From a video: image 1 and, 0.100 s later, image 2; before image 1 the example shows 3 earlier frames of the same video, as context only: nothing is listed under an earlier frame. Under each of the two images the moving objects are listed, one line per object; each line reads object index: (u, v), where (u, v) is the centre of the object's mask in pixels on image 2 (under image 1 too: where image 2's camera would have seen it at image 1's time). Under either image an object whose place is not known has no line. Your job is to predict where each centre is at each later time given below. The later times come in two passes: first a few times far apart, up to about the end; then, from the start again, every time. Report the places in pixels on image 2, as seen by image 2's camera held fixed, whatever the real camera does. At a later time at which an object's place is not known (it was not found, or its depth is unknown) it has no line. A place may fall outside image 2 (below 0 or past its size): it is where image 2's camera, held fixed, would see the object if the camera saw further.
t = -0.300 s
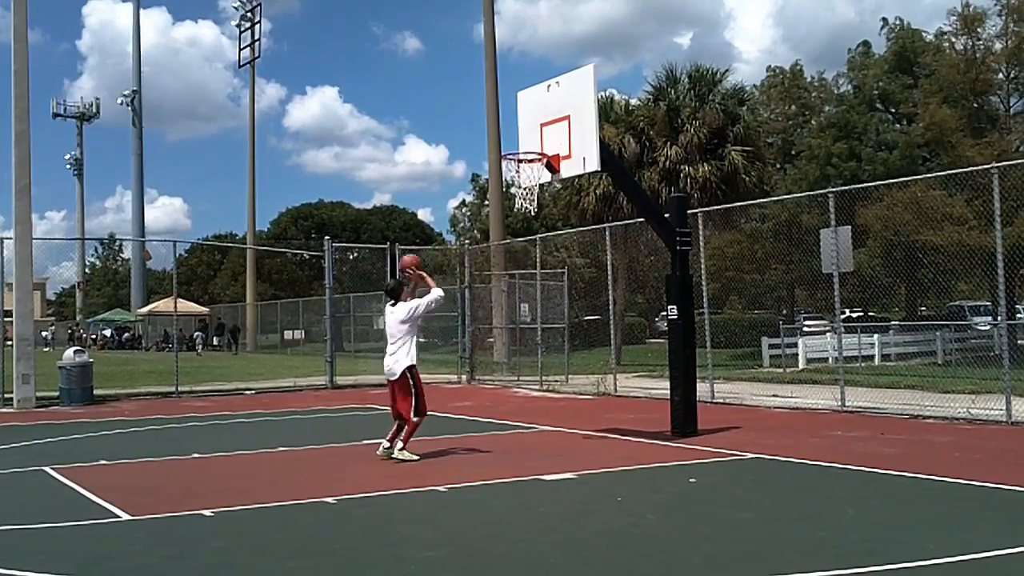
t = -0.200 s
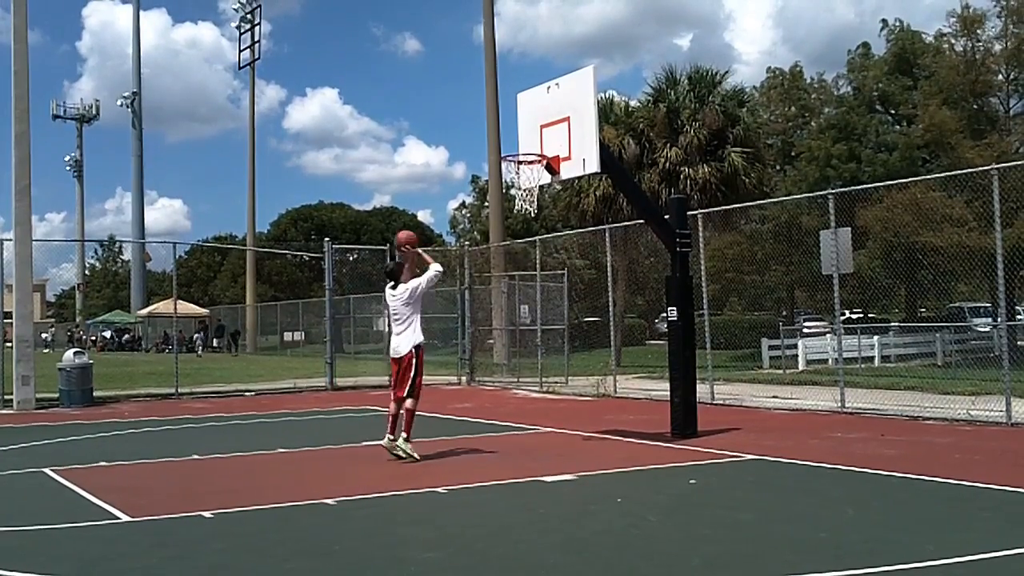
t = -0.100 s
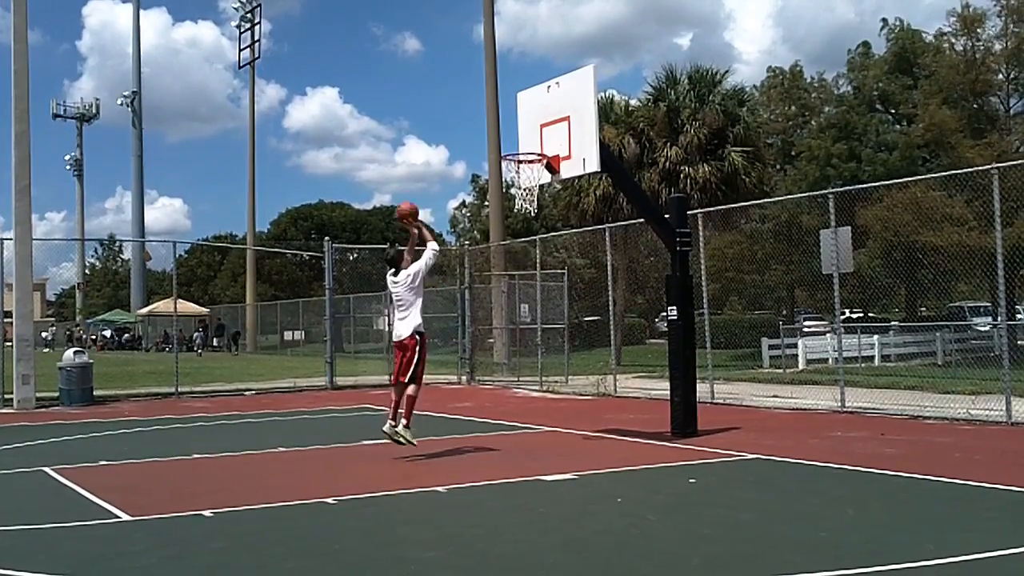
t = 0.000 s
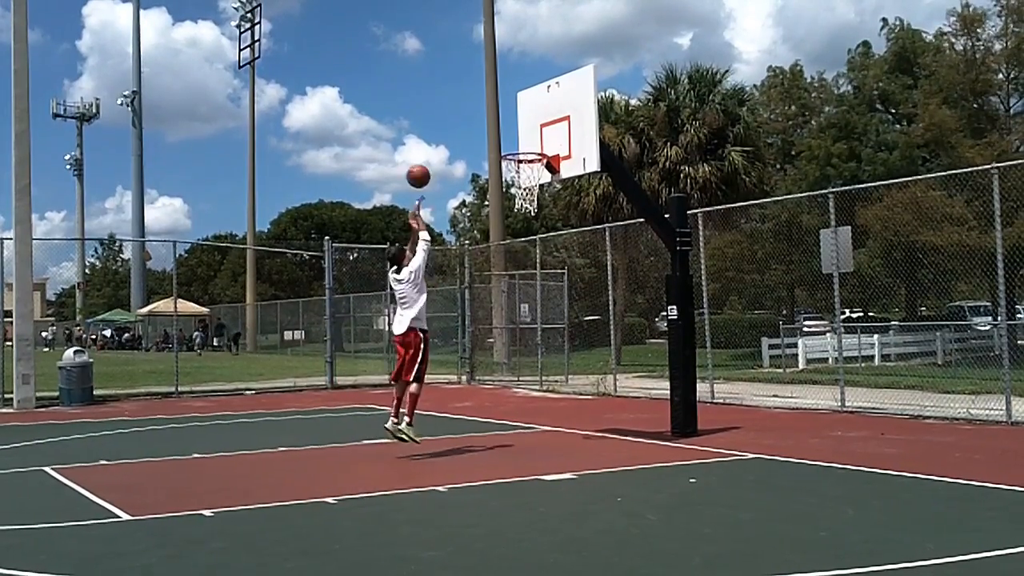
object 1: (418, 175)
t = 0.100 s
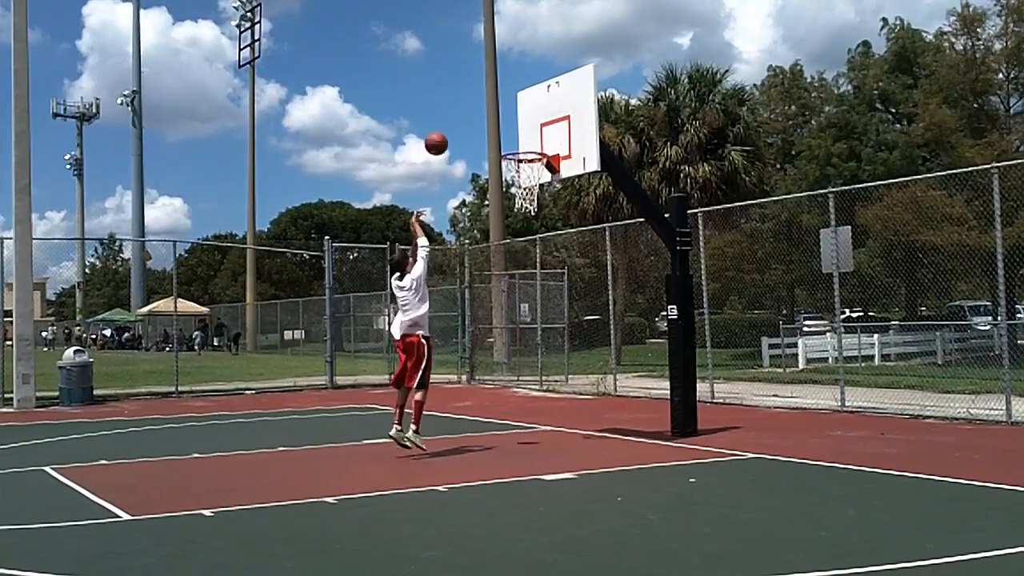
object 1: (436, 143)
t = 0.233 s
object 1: (460, 116)
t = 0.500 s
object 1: (506, 113)
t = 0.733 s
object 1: (527, 145)
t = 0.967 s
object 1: (507, 131)
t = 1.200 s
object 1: (503, 143)
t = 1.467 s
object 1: (489, 152)
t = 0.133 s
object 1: (442, 135)
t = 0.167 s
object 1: (448, 128)
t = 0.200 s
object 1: (454, 121)
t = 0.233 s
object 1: (460, 116)
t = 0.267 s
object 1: (466, 112)
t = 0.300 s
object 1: (471, 109)
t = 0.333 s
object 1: (477, 107)
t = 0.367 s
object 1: (482, 106)
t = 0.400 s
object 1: (489, 106)
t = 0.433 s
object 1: (494, 107)
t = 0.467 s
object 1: (500, 109)
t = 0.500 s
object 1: (506, 113)
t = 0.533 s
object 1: (511, 117)
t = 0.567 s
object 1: (517, 122)
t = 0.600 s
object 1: (523, 128)
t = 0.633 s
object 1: (529, 135)
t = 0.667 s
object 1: (535, 143)
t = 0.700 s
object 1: (535, 147)
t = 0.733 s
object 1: (527, 145)
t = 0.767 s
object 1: (518, 145)
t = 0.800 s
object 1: (509, 146)
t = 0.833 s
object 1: (509, 143)
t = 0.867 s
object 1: (508, 139)
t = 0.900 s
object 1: (508, 135)
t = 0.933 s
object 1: (507, 132)
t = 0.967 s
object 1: (507, 131)
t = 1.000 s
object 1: (506, 130)
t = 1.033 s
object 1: (506, 130)
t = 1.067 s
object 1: (506, 132)
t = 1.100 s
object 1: (505, 134)
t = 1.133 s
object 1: (504, 137)
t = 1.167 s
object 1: (503, 142)
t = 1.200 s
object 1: (503, 143)
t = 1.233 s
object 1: (501, 141)
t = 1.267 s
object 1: (499, 140)
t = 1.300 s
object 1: (498, 140)
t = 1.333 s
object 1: (497, 141)
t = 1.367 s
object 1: (495, 142)
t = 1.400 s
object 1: (494, 145)
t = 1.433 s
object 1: (492, 148)
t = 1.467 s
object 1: (489, 152)
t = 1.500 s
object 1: (487, 156)
